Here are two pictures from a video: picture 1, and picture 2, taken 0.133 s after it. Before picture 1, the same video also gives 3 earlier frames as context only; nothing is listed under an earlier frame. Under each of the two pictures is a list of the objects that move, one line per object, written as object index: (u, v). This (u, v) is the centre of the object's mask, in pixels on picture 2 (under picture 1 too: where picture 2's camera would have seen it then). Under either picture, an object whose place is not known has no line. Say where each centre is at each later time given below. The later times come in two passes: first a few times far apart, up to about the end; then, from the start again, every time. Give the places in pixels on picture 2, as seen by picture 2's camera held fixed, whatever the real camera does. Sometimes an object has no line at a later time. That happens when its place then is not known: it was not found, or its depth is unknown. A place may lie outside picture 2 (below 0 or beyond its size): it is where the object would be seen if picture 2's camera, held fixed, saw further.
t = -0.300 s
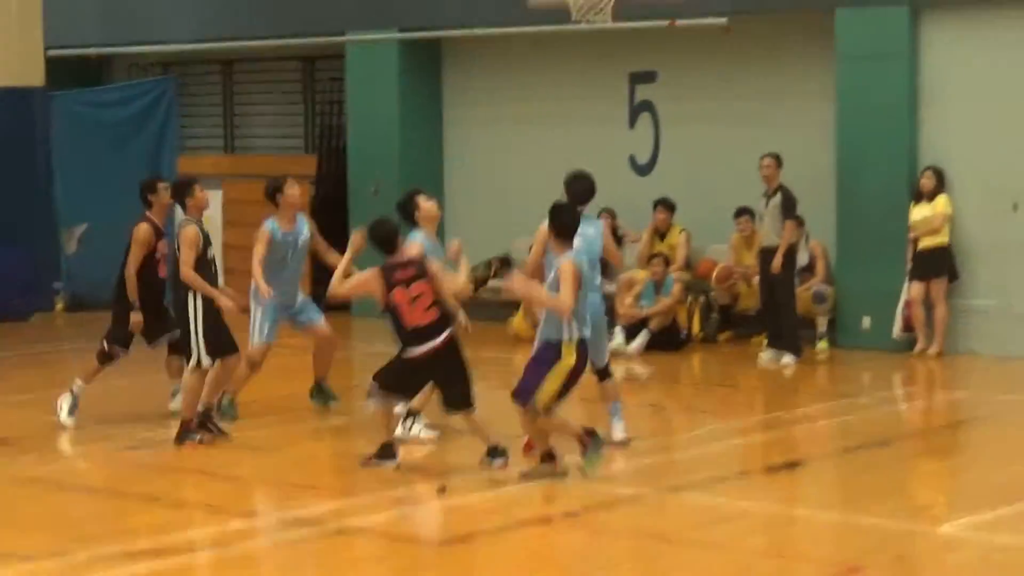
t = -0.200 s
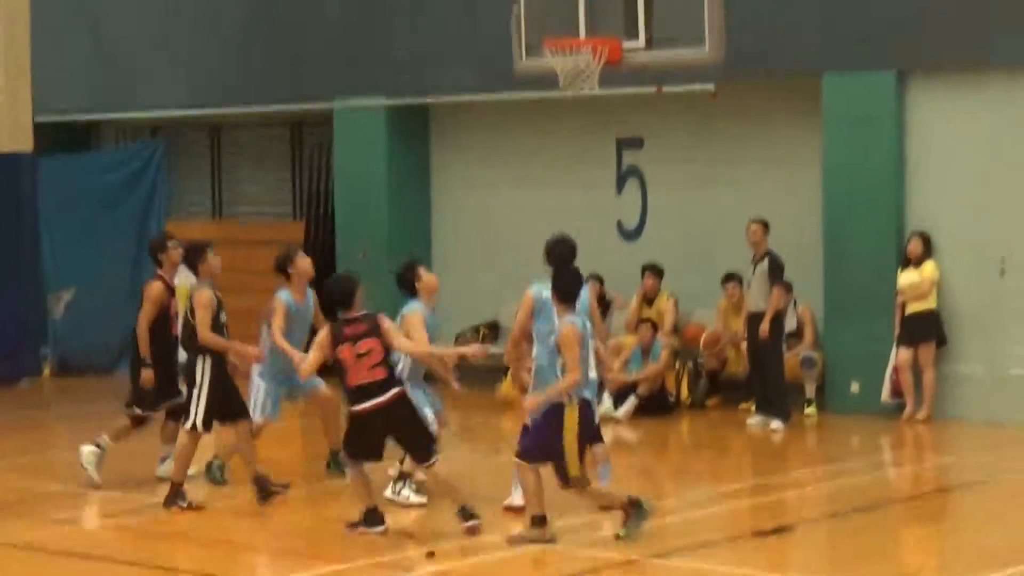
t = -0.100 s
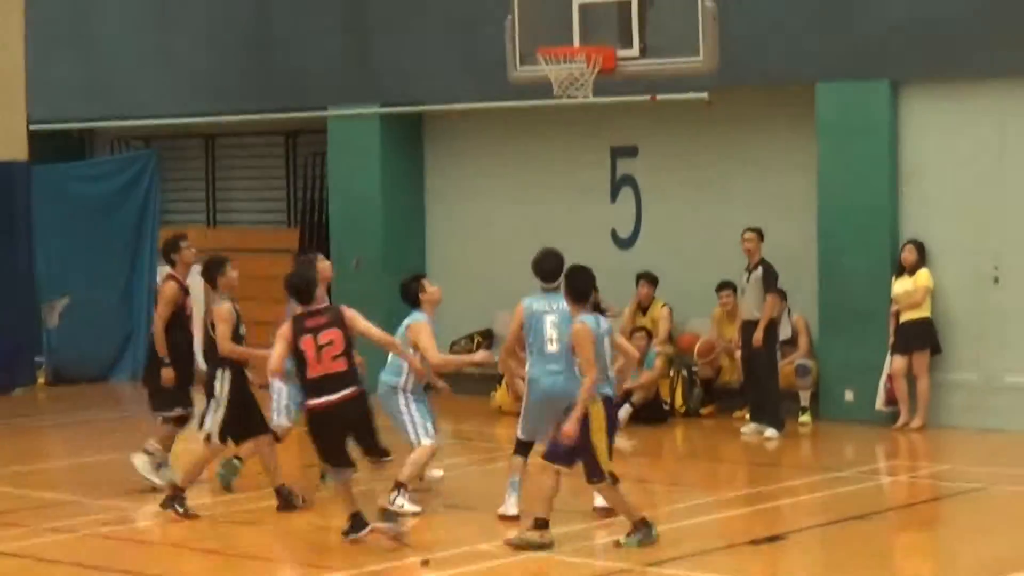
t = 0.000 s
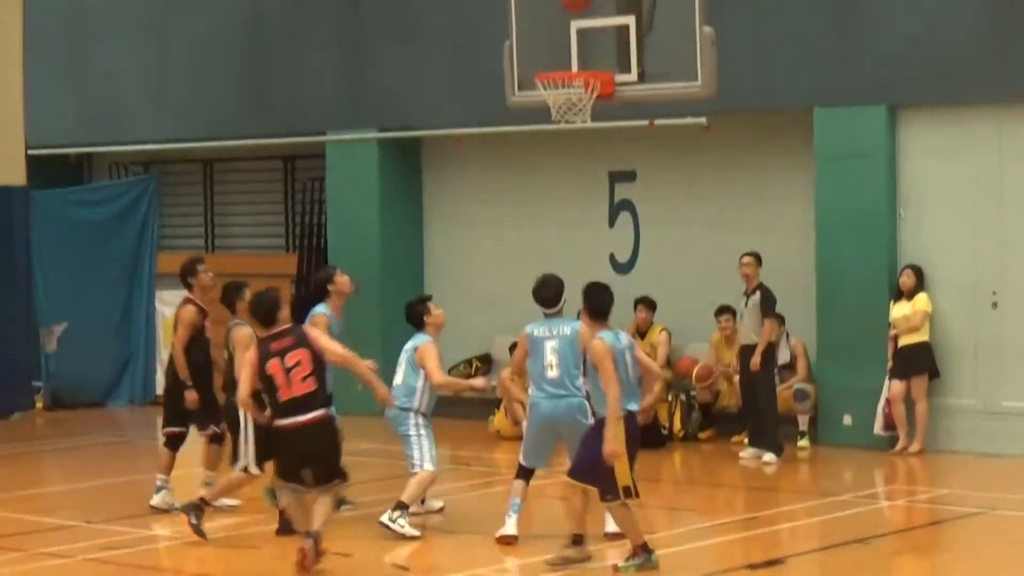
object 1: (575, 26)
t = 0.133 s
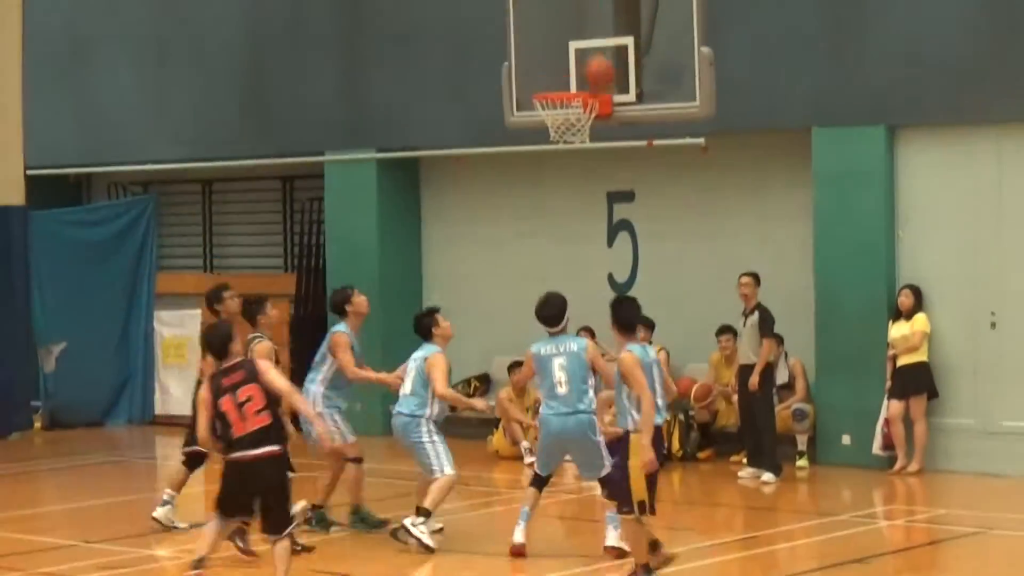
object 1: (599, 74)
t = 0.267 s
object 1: (647, 61)
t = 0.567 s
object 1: (674, 86)
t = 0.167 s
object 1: (607, 75)
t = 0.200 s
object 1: (622, 69)
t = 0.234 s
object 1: (633, 64)
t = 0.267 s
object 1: (647, 61)
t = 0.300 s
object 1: (655, 58)
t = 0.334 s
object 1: (657, 56)
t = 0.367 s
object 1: (660, 56)
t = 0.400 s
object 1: (662, 57)
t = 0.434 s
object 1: (664, 59)
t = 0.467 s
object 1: (667, 64)
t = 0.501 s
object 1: (670, 69)
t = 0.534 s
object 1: (672, 77)
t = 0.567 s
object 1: (674, 86)
